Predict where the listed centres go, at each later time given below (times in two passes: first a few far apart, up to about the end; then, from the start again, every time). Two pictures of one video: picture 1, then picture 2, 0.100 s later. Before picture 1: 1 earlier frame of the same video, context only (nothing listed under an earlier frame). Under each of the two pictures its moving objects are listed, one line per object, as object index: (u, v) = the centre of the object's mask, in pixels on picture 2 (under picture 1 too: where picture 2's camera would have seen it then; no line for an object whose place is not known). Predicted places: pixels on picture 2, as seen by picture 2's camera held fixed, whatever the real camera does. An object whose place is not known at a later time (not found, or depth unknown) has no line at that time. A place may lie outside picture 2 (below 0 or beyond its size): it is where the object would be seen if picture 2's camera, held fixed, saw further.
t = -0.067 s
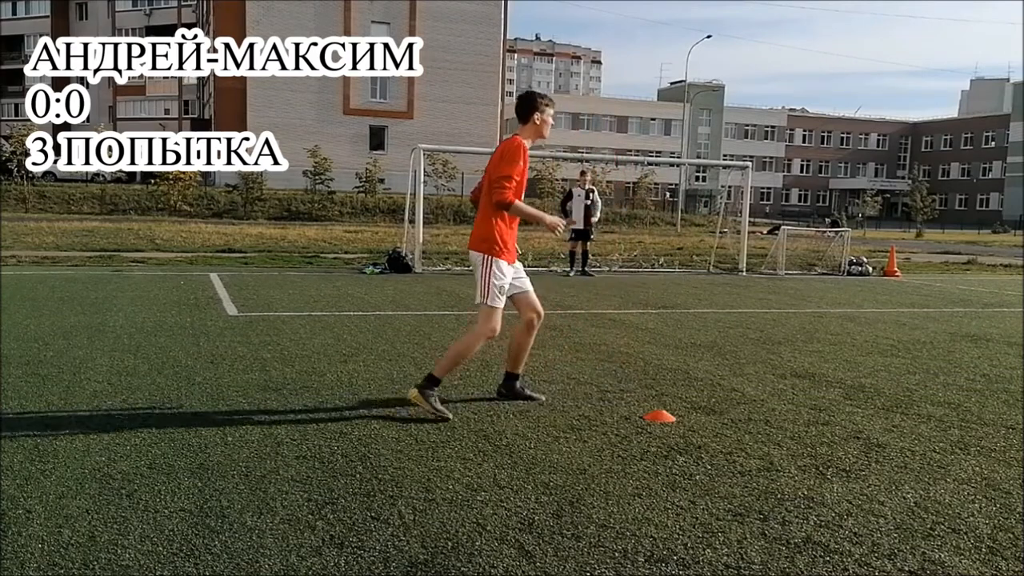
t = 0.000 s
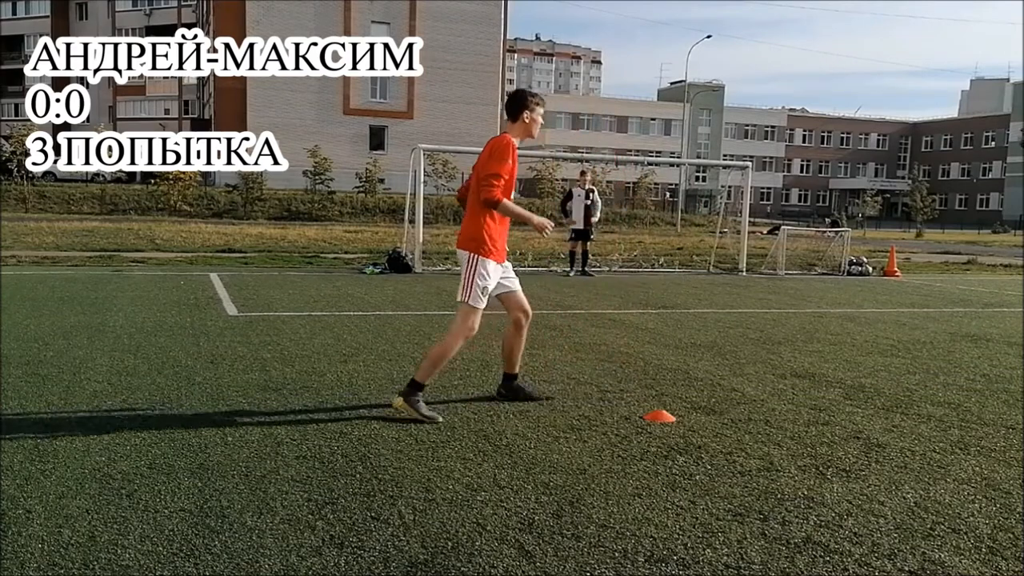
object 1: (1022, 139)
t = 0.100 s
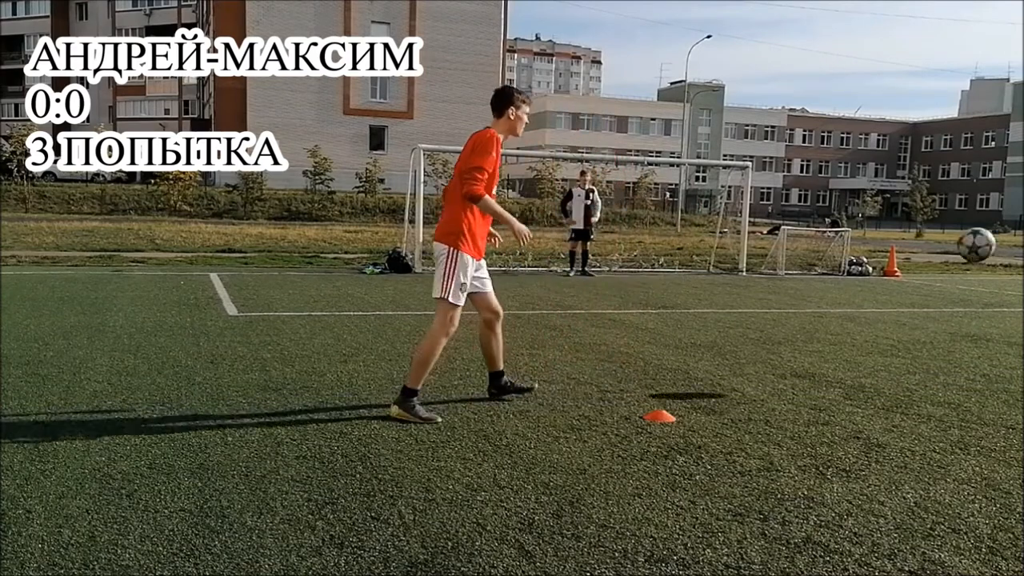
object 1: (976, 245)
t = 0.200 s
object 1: (914, 372)
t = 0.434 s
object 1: (841, 191)
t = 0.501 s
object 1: (818, 149)
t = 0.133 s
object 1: (956, 285)
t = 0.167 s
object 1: (935, 328)
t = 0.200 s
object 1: (914, 372)
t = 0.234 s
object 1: (903, 357)
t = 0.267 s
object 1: (893, 327)
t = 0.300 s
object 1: (884, 298)
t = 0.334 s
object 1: (873, 270)
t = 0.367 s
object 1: (863, 242)
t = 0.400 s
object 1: (852, 216)
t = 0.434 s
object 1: (841, 191)
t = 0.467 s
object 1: (830, 169)
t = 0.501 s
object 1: (818, 149)
